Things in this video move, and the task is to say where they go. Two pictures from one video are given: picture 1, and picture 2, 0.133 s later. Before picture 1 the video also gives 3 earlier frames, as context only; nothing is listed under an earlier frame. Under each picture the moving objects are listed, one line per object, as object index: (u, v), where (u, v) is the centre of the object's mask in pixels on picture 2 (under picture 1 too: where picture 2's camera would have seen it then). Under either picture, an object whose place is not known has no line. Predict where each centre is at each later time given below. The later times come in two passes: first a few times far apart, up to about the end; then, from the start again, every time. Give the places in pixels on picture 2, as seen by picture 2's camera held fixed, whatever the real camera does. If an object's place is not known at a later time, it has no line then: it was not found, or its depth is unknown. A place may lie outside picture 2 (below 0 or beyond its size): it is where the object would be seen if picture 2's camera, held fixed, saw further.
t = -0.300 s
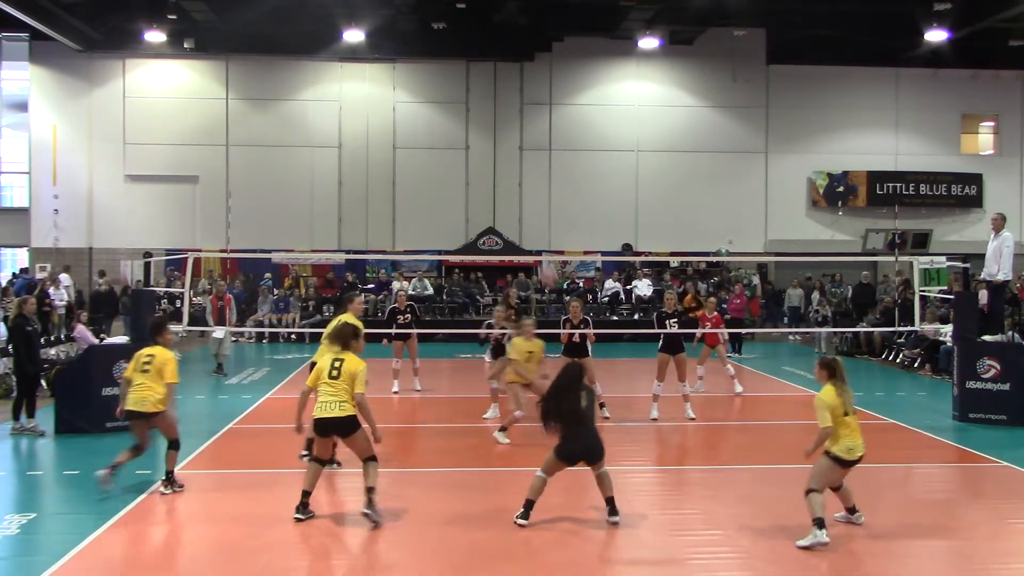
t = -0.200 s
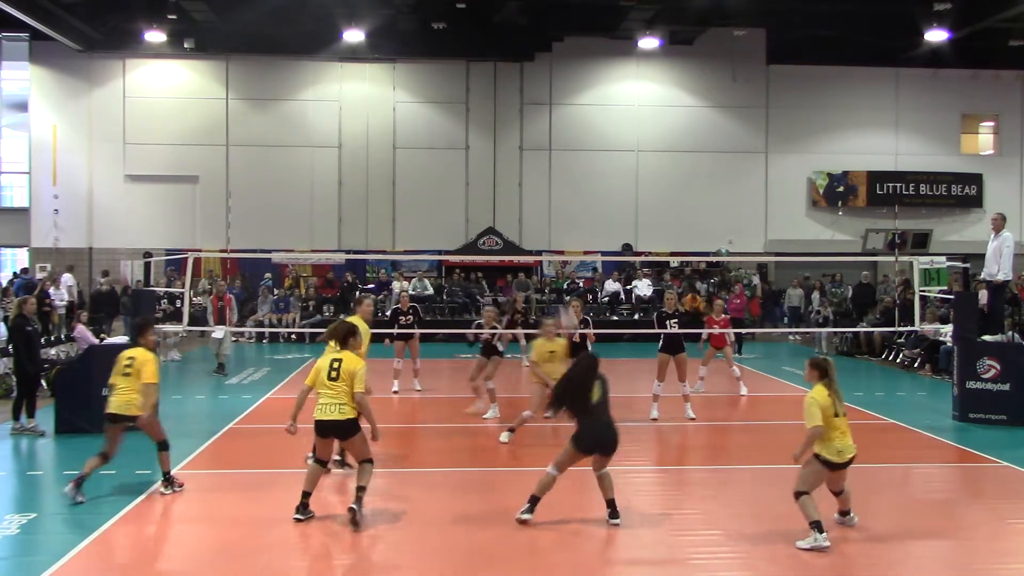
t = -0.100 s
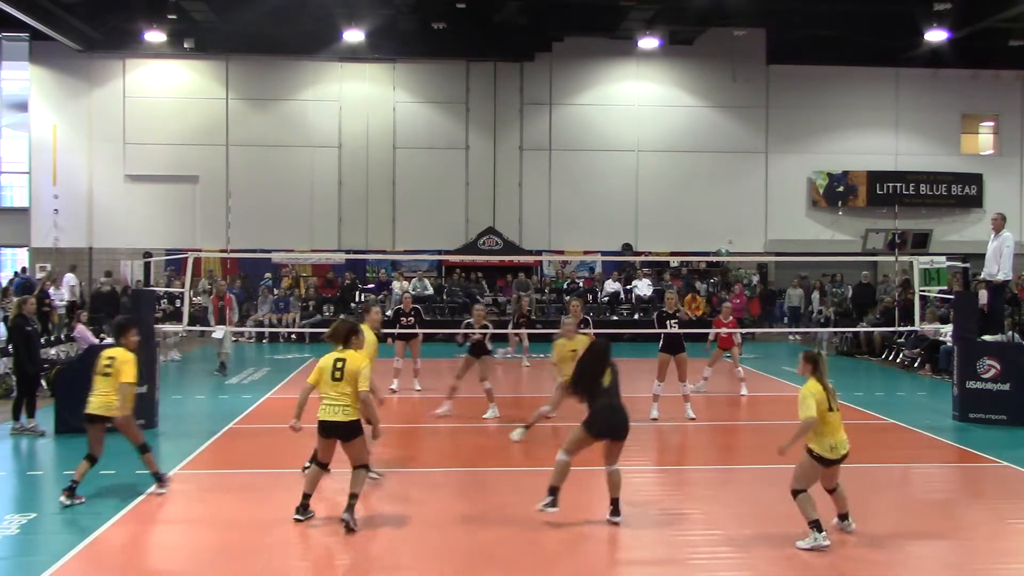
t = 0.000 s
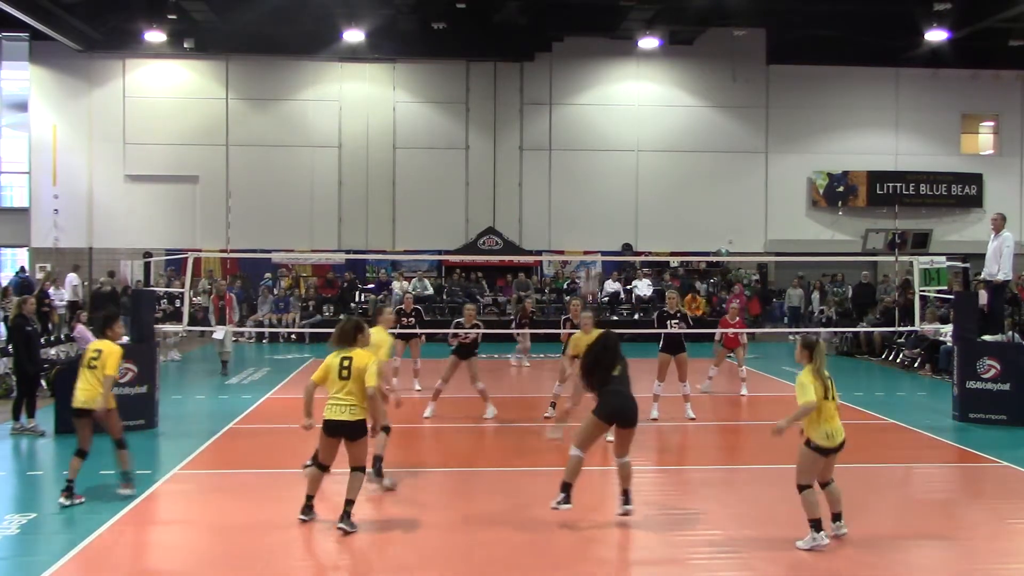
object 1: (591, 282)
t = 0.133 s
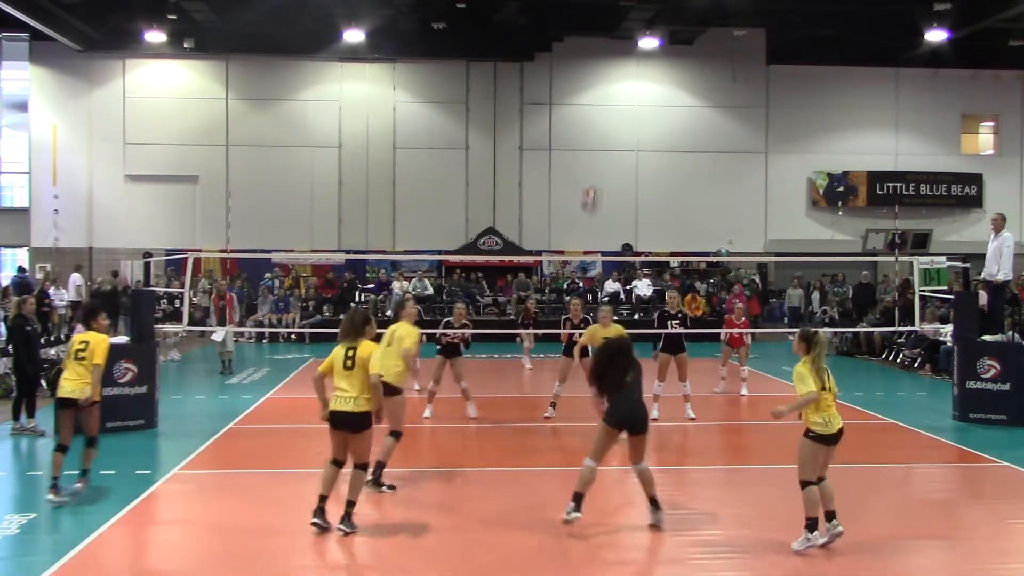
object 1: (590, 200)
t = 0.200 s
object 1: (591, 162)
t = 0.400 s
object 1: (594, 86)
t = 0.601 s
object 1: (597, 54)
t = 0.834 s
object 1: (598, 63)
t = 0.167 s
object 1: (592, 179)
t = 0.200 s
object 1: (591, 162)
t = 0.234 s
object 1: (593, 144)
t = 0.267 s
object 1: (592, 133)
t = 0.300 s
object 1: (593, 119)
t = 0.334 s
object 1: (594, 107)
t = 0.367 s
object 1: (593, 96)
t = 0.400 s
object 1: (594, 86)
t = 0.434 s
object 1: (595, 78)
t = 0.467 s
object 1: (595, 71)
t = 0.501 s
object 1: (596, 65)
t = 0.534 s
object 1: (596, 59)
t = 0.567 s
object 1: (597, 56)
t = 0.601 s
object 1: (597, 54)
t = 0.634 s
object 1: (597, 52)
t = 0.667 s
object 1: (597, 52)
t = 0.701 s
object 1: (597, 52)
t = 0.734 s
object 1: (598, 53)
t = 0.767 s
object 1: (598, 55)
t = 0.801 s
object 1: (598, 59)
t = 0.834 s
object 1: (598, 63)
